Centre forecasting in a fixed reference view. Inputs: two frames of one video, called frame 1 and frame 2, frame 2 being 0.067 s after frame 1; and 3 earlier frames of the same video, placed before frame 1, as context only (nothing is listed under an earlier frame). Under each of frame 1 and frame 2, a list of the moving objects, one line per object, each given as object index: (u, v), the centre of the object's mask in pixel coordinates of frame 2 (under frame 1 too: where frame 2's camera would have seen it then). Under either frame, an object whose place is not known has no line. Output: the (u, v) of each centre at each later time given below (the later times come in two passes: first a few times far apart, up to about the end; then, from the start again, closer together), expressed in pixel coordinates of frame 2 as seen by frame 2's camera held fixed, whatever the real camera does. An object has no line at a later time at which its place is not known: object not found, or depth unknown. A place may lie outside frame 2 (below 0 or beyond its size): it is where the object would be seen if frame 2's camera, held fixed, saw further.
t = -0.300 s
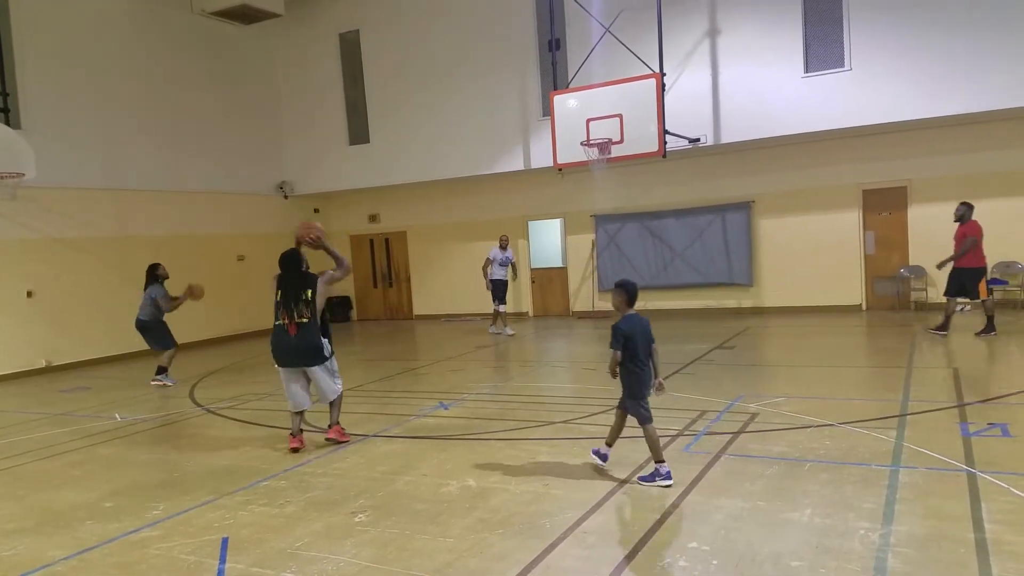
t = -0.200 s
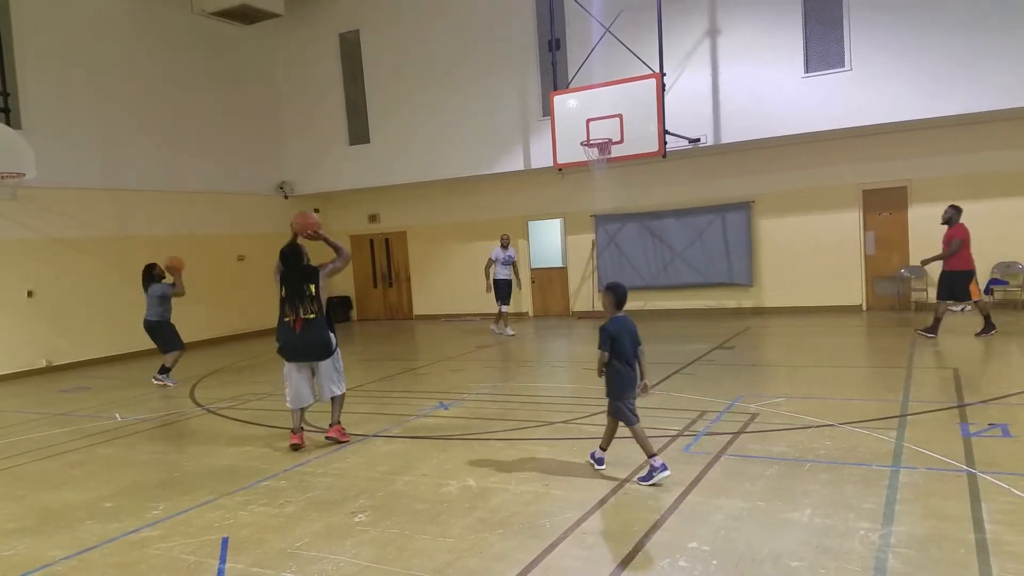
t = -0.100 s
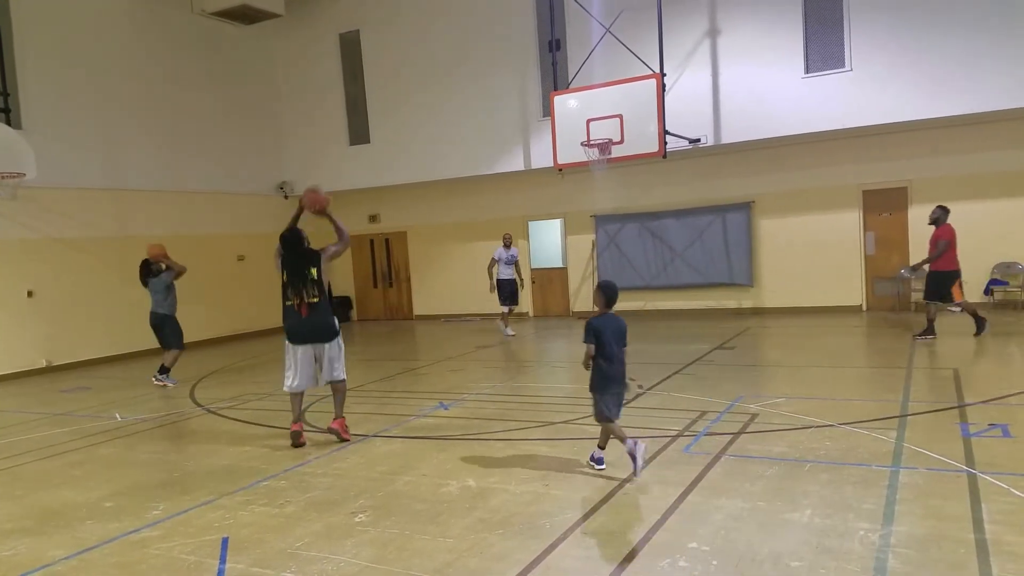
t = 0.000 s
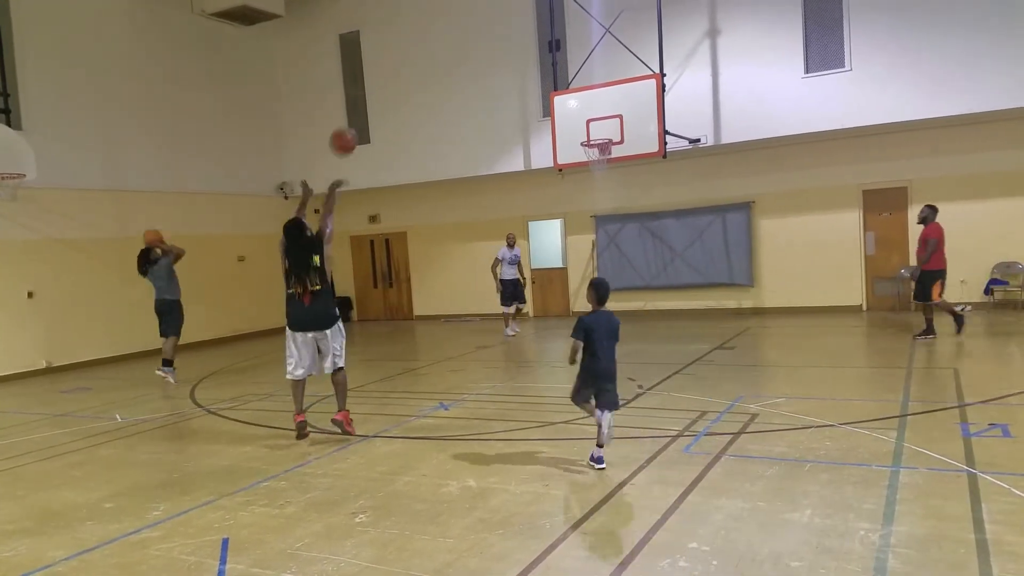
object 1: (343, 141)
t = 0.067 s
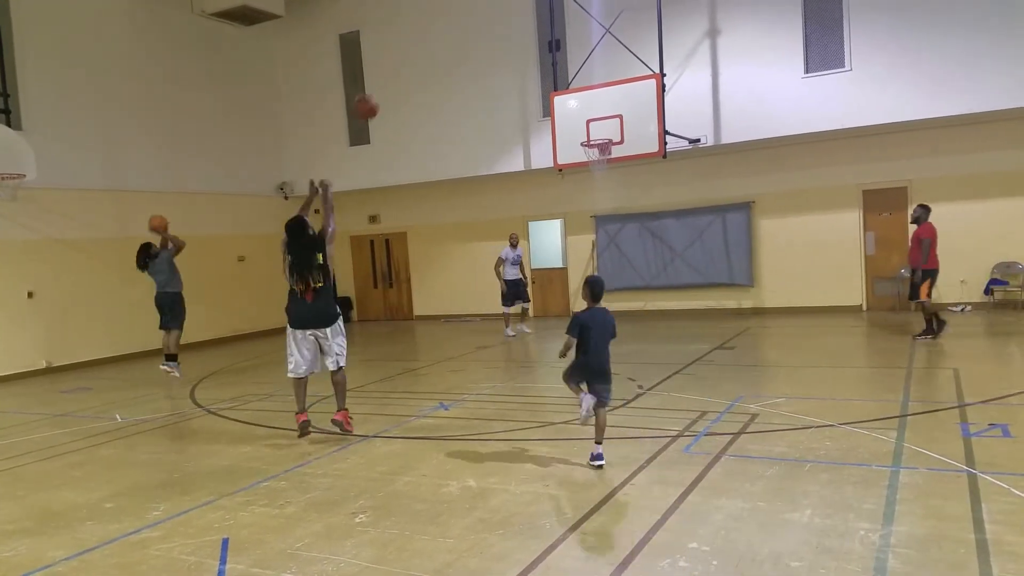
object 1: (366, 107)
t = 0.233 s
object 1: (417, 49)
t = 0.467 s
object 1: (480, 20)
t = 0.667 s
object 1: (524, 34)
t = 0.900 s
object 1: (570, 83)
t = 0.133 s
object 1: (389, 81)
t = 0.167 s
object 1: (398, 68)
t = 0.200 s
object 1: (408, 57)
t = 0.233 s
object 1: (417, 49)
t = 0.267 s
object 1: (427, 41)
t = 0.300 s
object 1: (436, 35)
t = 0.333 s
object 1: (445, 30)
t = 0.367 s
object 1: (454, 26)
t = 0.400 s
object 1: (463, 23)
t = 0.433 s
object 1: (471, 21)
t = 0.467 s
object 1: (480, 20)
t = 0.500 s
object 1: (487, 20)
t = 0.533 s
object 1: (495, 21)
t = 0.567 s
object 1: (502, 23)
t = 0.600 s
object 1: (510, 26)
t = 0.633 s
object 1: (518, 29)
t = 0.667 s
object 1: (524, 34)
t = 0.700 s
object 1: (531, 39)
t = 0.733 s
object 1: (538, 44)
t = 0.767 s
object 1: (545, 50)
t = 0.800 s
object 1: (551, 57)
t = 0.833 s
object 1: (557, 65)
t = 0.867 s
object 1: (563, 74)
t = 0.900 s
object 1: (570, 83)
